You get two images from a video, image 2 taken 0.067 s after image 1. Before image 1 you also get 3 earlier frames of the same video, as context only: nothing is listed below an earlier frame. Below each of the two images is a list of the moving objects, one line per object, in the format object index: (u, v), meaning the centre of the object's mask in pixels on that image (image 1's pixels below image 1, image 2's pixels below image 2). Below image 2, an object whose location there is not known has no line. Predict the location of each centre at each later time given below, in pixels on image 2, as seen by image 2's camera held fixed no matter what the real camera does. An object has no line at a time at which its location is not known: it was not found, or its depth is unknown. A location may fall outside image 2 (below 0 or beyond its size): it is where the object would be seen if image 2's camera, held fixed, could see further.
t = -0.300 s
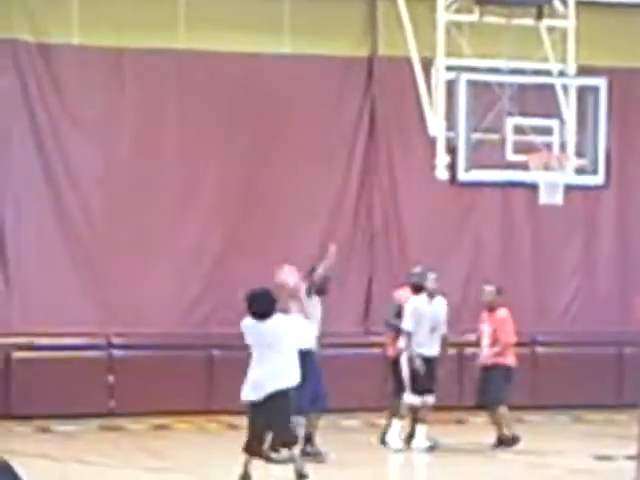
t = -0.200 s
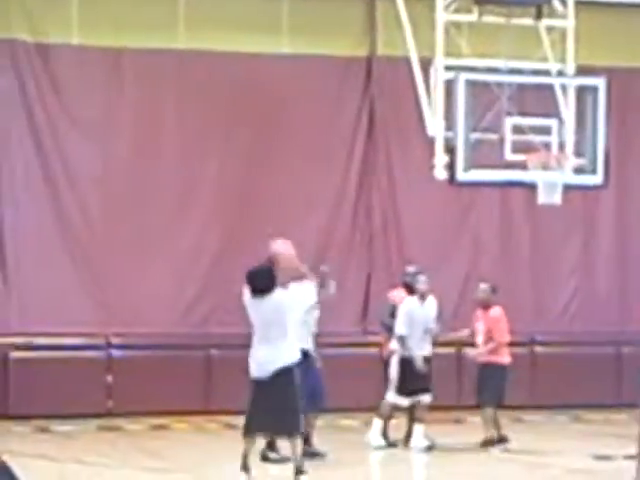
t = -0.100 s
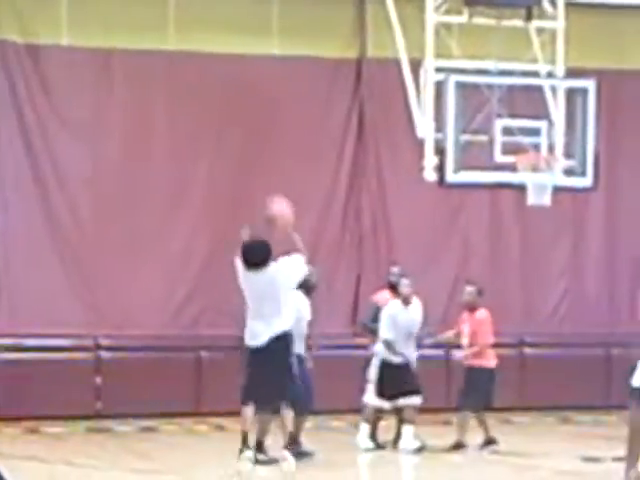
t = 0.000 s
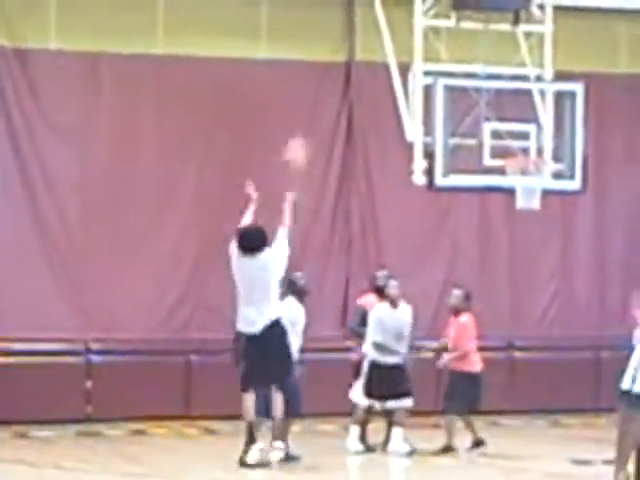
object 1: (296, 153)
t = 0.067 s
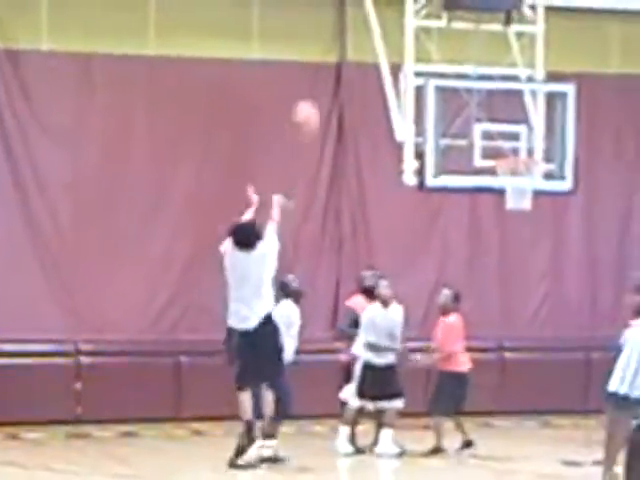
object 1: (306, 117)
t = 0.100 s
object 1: (316, 98)
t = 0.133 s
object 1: (325, 84)
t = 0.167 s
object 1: (336, 70)
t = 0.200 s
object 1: (344, 58)
